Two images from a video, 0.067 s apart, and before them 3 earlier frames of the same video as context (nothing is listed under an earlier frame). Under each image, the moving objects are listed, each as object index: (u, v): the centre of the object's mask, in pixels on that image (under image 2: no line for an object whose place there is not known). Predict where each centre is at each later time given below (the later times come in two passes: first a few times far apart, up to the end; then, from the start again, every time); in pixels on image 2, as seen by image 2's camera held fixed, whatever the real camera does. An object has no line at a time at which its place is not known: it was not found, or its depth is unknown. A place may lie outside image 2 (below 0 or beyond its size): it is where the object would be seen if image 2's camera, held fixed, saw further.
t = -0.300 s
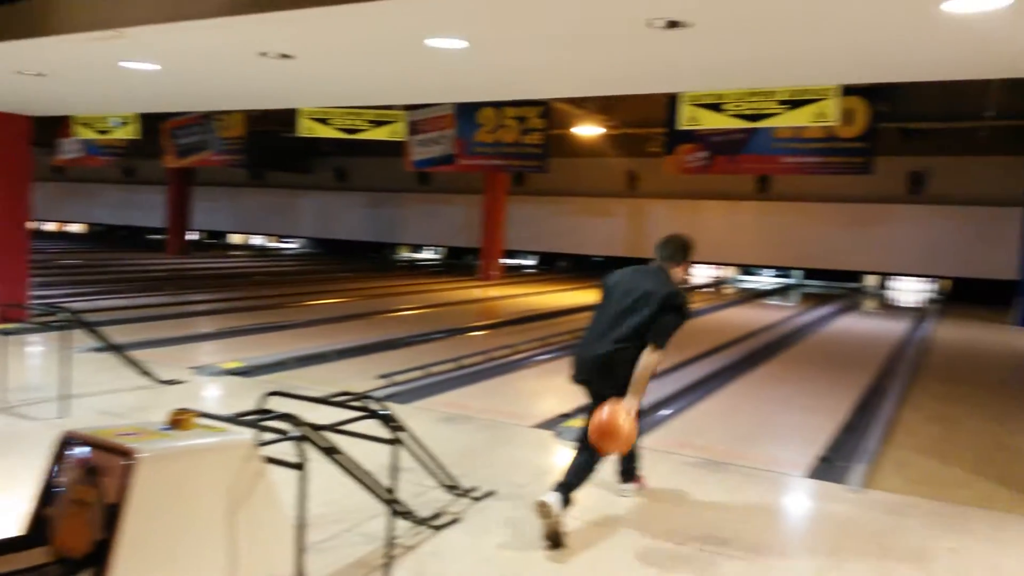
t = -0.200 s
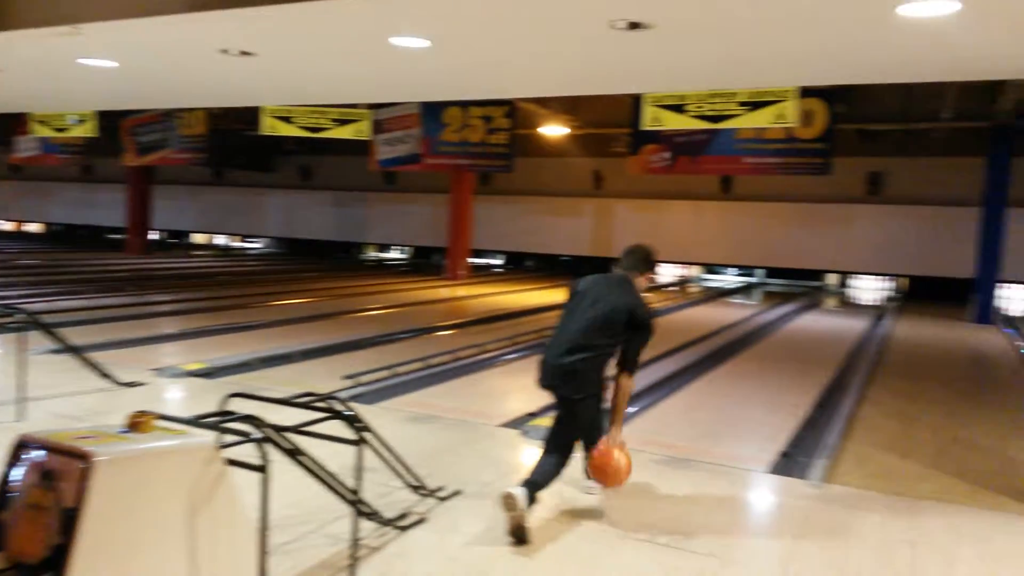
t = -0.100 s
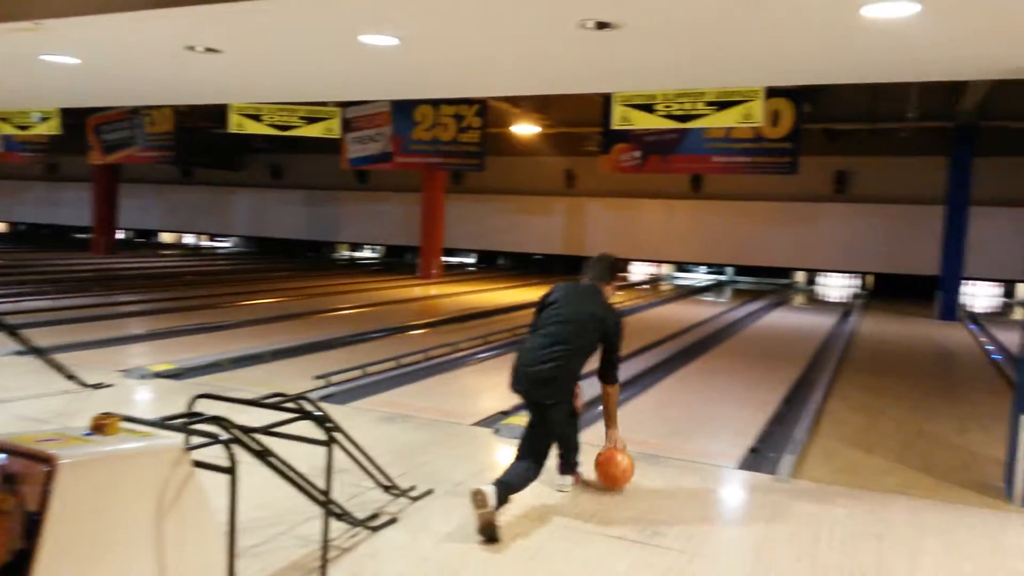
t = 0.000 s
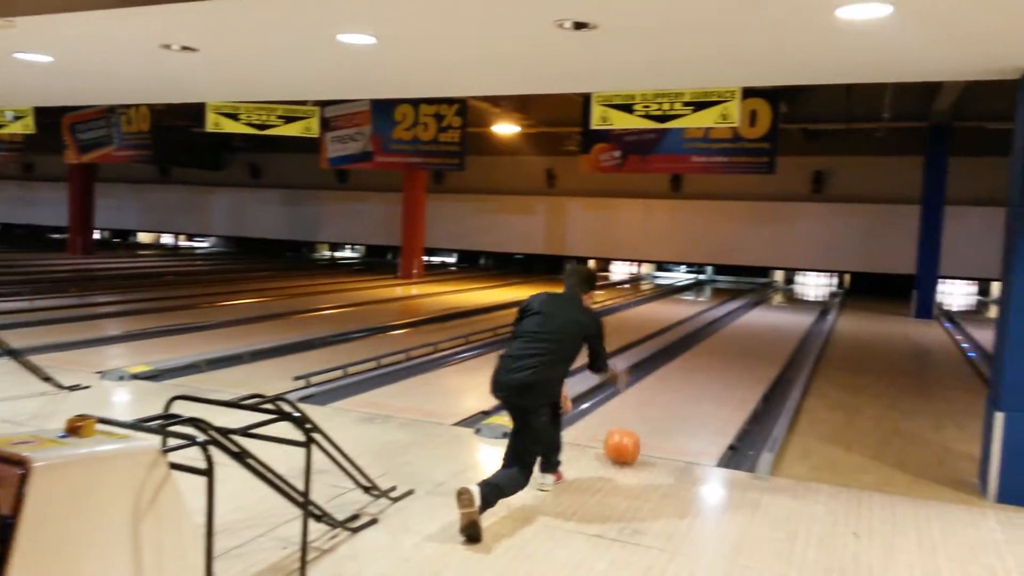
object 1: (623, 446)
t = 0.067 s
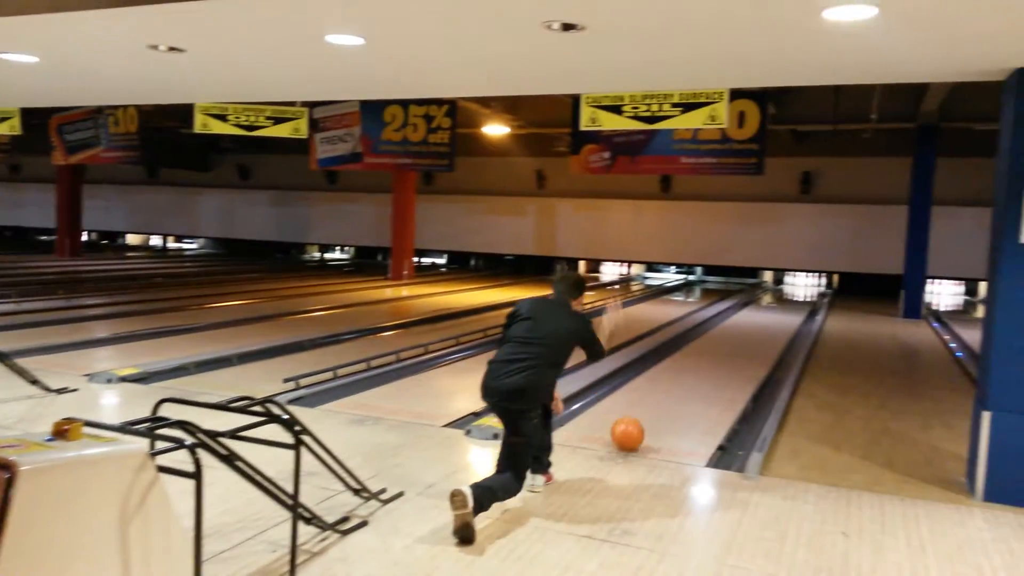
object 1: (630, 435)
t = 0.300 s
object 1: (666, 400)
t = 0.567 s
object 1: (695, 375)
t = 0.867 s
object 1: (715, 356)
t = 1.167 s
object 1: (729, 343)
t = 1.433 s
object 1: (740, 333)
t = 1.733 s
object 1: (750, 324)
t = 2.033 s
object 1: (757, 316)
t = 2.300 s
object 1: (763, 311)
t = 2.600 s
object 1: (768, 305)
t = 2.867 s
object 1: (773, 300)
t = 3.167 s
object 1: (776, 297)
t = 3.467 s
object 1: (780, 294)
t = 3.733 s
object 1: (784, 290)
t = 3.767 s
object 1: (785, 290)
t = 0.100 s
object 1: (634, 428)
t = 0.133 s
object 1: (640, 423)
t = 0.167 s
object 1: (647, 417)
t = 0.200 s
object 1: (652, 413)
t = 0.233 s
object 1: (656, 408)
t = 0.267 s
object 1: (662, 404)
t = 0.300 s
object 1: (666, 400)
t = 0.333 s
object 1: (670, 396)
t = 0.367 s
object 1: (674, 393)
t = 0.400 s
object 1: (678, 390)
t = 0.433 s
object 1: (682, 386)
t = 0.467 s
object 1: (685, 383)
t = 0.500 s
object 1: (688, 381)
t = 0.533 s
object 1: (691, 378)
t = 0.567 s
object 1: (695, 375)
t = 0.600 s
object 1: (698, 372)
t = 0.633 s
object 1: (700, 370)
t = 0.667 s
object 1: (702, 367)
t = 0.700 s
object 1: (704, 365)
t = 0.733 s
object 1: (707, 363)
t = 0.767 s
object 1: (709, 361)
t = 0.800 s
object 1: (711, 359)
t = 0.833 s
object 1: (713, 357)
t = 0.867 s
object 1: (715, 356)
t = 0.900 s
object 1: (716, 354)
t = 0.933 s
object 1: (719, 352)
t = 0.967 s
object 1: (720, 351)
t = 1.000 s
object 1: (721, 350)
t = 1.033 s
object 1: (723, 348)
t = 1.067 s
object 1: (724, 347)
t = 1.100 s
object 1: (726, 345)
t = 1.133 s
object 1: (728, 344)
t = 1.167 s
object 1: (729, 343)
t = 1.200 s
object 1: (731, 341)
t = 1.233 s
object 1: (732, 340)
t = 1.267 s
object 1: (733, 339)
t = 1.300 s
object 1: (735, 338)
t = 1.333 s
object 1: (736, 336)
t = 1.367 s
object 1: (737, 335)
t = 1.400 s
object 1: (738, 334)
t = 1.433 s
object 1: (740, 333)
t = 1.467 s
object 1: (741, 332)
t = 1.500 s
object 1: (742, 331)
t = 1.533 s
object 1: (744, 330)
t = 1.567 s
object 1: (745, 328)
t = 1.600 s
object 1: (746, 327)
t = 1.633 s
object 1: (747, 327)
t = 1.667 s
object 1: (748, 325)
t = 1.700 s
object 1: (749, 325)
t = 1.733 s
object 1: (750, 324)
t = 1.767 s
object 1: (751, 323)
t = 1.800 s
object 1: (751, 322)
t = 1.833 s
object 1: (752, 321)
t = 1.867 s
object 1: (753, 320)
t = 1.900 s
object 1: (754, 319)
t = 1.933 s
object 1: (755, 318)
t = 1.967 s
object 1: (755, 318)
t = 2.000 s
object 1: (756, 317)
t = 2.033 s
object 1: (757, 316)
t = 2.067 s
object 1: (758, 315)
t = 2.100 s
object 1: (758, 315)
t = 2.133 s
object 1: (758, 314)
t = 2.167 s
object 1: (760, 313)
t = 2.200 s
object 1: (761, 312)
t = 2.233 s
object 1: (761, 312)
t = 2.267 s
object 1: (762, 311)
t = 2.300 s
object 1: (763, 311)
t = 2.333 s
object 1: (763, 310)
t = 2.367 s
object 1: (764, 310)
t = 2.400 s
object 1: (765, 308)
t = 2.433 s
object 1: (766, 308)
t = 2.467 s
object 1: (766, 308)
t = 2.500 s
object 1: (767, 307)
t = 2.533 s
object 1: (768, 306)
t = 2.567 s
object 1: (768, 305)
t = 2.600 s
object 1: (768, 305)
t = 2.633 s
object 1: (769, 305)
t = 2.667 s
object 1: (769, 304)
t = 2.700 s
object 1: (770, 303)
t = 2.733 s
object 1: (770, 303)
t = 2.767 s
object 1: (770, 303)
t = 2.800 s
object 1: (772, 302)
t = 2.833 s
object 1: (773, 301)
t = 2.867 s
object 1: (773, 300)
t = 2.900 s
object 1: (773, 301)
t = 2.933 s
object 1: (773, 300)
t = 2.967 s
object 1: (774, 300)
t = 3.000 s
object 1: (773, 299)
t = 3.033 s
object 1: (774, 299)
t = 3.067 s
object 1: (775, 298)
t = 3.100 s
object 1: (775, 298)
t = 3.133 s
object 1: (775, 298)
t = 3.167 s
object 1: (776, 297)
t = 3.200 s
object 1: (776, 297)
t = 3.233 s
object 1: (777, 296)
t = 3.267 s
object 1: (777, 296)
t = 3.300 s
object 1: (777, 297)
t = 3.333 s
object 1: (778, 296)
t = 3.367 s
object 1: (780, 296)
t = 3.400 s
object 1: (779, 295)
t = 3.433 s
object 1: (779, 295)
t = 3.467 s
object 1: (780, 294)
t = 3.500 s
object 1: (780, 293)
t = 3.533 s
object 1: (780, 293)
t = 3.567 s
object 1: (781, 293)
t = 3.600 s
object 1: (781, 292)
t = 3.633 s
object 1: (781, 292)
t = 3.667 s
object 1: (782, 292)
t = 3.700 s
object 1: (783, 291)
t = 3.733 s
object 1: (784, 290)
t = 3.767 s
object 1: (785, 290)
